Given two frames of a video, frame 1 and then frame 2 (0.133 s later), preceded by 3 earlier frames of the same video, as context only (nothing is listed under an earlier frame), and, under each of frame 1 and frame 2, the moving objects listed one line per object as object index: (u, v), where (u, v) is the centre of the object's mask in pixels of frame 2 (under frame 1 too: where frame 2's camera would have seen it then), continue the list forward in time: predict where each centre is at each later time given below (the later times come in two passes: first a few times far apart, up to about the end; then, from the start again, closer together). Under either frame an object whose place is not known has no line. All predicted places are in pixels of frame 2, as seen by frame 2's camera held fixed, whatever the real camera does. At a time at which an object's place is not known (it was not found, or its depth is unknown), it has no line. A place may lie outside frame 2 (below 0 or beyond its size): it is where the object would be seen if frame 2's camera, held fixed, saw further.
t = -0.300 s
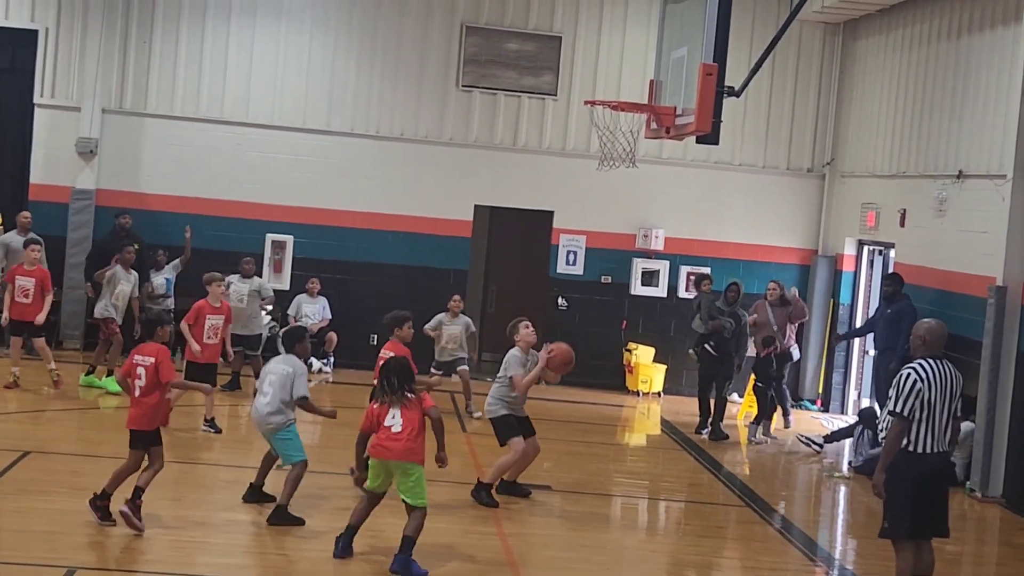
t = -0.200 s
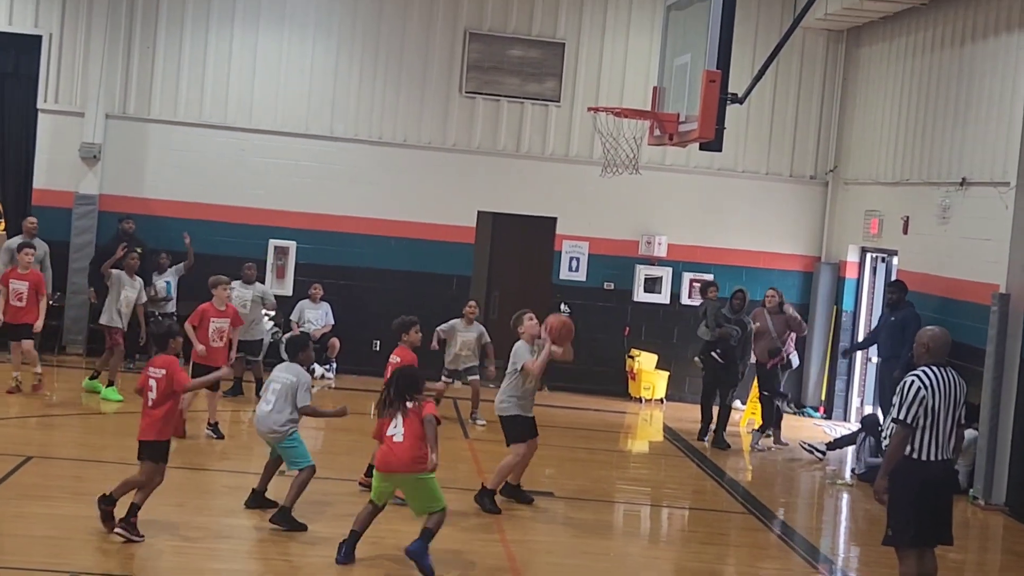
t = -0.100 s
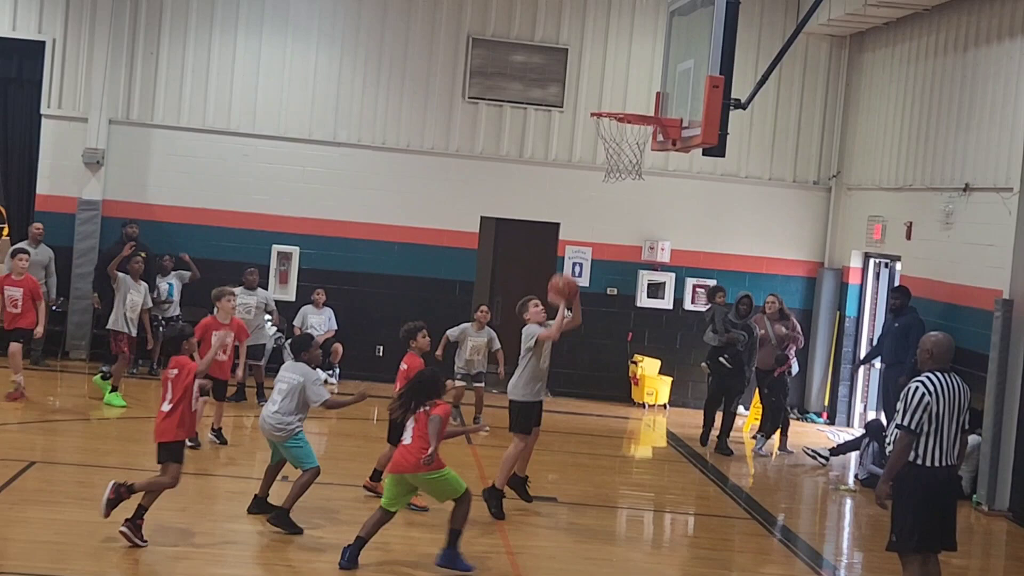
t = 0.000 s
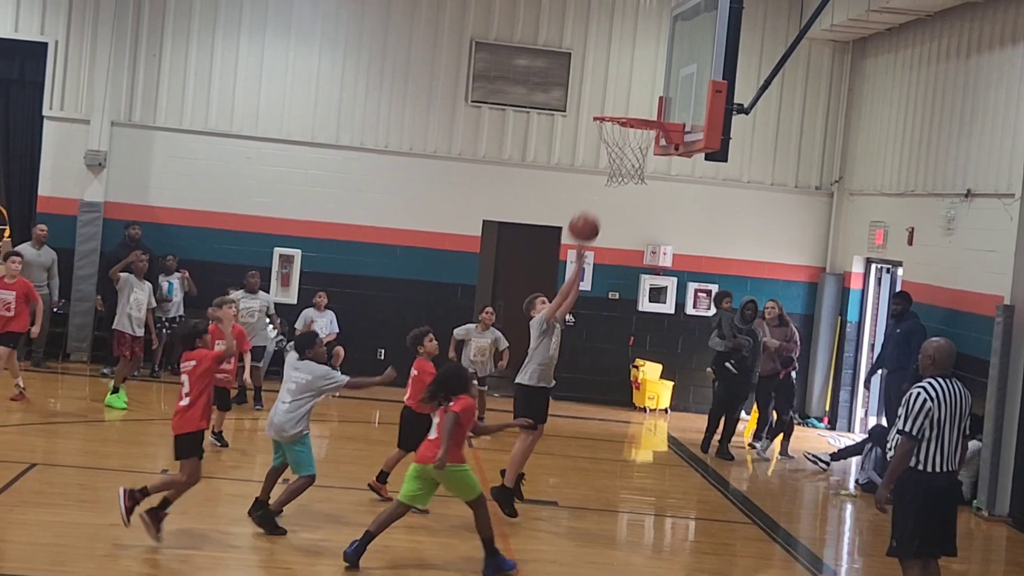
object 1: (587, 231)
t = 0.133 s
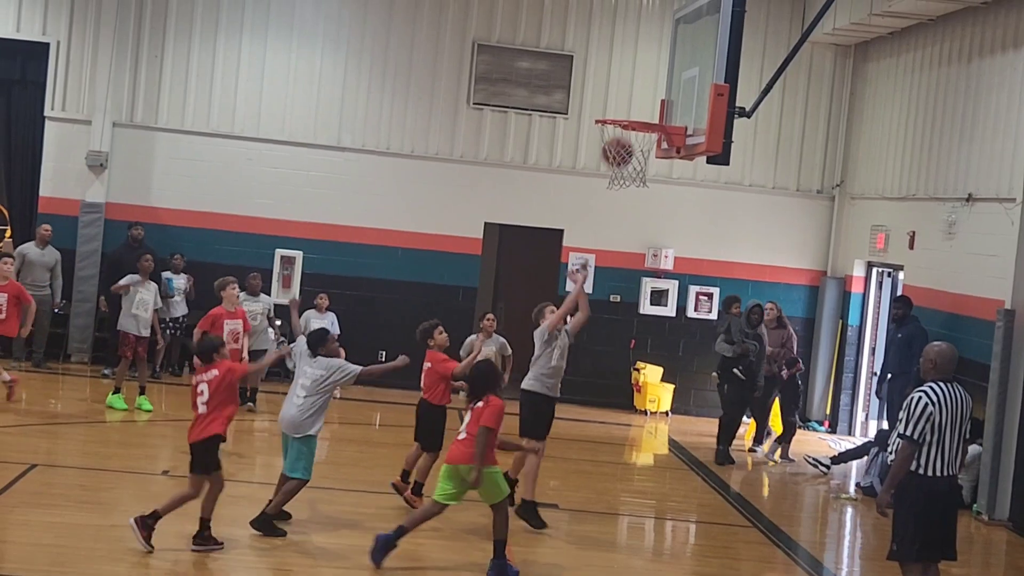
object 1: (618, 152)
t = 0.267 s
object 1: (648, 95)
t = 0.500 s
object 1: (647, 68)
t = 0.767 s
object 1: (610, 139)
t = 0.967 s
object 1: (610, 213)
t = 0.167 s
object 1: (625, 138)
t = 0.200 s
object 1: (633, 118)
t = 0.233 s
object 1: (641, 107)
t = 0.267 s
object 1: (648, 95)
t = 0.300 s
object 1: (656, 84)
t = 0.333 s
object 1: (663, 75)
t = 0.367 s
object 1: (663, 70)
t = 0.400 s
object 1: (659, 67)
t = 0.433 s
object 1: (656, 66)
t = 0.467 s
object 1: (651, 66)
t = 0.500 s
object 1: (647, 68)
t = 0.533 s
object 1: (642, 71)
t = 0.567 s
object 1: (637, 76)
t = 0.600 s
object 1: (633, 83)
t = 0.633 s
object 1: (628, 90)
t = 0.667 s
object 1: (623, 100)
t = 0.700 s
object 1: (619, 108)
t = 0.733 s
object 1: (613, 124)
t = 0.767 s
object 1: (610, 139)
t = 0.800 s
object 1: (609, 153)
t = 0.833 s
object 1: (609, 162)
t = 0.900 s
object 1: (610, 185)
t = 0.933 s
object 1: (610, 199)
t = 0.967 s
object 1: (610, 213)
